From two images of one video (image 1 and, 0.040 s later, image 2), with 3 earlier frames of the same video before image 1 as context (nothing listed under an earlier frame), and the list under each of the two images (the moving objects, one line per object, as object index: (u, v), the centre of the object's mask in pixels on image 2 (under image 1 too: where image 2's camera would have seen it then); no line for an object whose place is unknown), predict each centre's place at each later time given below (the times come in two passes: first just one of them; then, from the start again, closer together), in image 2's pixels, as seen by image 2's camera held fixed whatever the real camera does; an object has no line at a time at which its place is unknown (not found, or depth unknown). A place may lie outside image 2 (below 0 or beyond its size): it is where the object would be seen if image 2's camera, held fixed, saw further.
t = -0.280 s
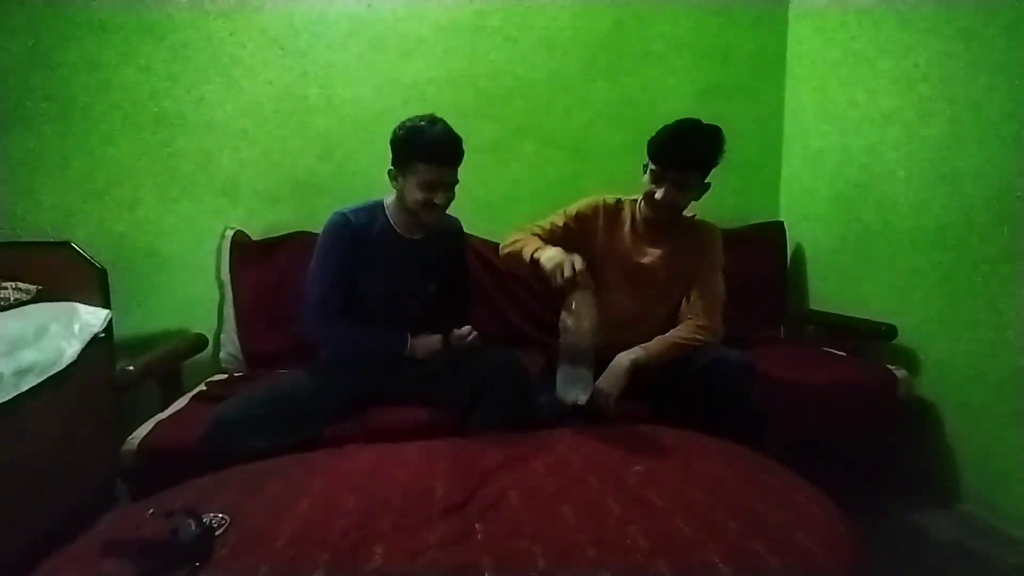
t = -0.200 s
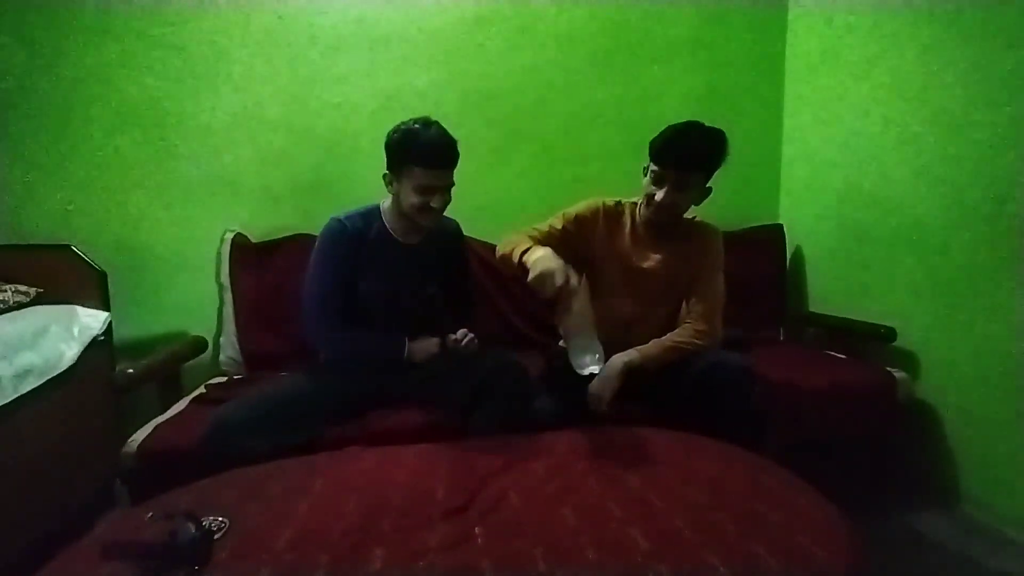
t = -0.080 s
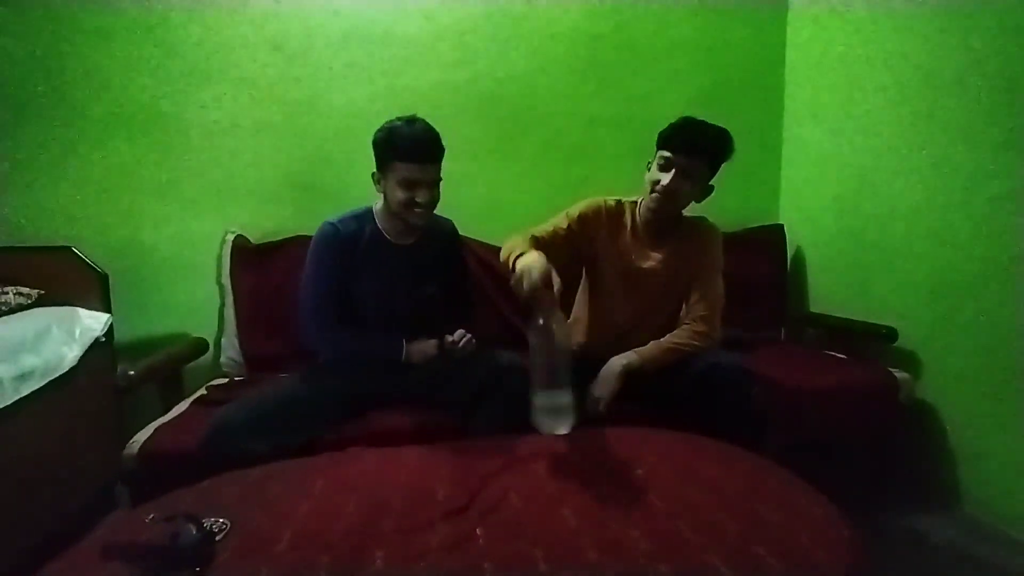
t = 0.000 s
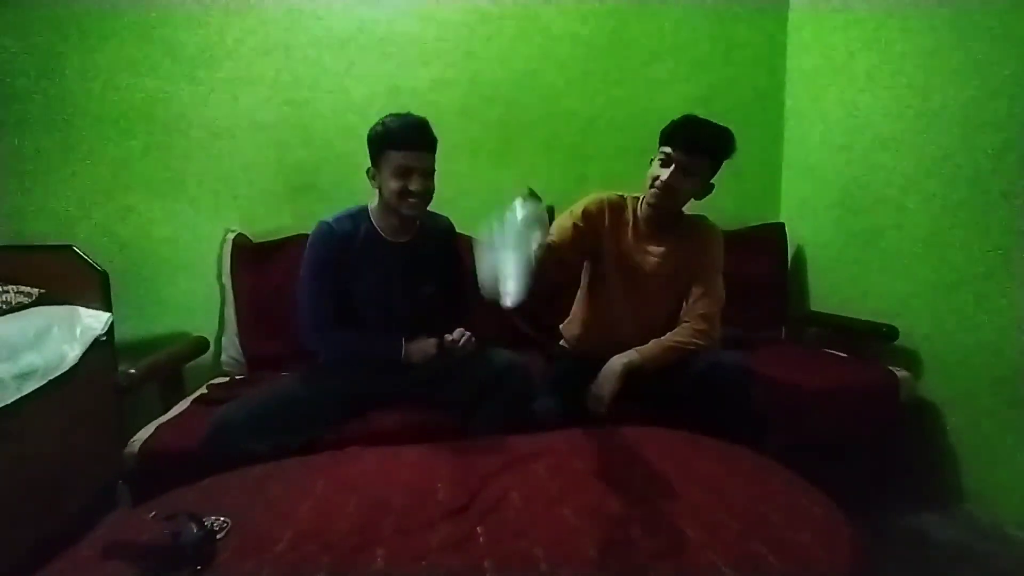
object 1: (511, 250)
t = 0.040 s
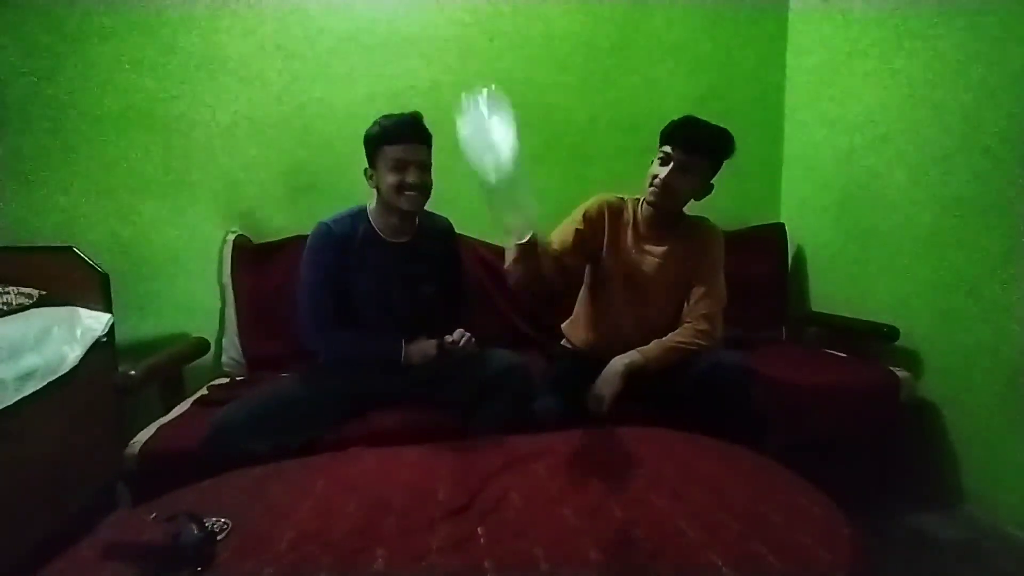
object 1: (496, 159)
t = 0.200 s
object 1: (419, 212)
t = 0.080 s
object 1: (475, 121)
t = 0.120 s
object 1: (453, 94)
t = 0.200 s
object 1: (419, 212)
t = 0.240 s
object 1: (418, 351)
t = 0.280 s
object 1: (396, 484)
